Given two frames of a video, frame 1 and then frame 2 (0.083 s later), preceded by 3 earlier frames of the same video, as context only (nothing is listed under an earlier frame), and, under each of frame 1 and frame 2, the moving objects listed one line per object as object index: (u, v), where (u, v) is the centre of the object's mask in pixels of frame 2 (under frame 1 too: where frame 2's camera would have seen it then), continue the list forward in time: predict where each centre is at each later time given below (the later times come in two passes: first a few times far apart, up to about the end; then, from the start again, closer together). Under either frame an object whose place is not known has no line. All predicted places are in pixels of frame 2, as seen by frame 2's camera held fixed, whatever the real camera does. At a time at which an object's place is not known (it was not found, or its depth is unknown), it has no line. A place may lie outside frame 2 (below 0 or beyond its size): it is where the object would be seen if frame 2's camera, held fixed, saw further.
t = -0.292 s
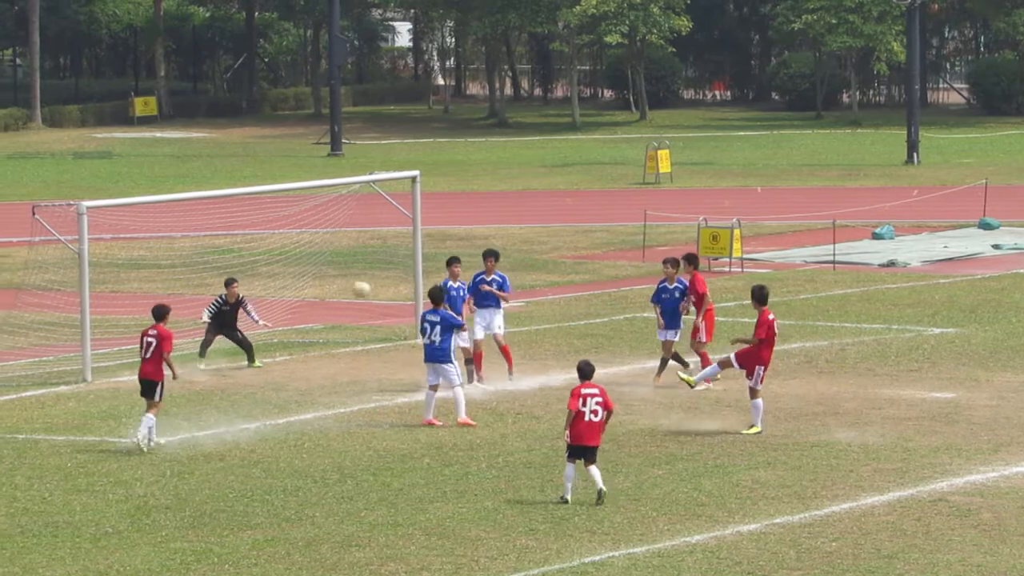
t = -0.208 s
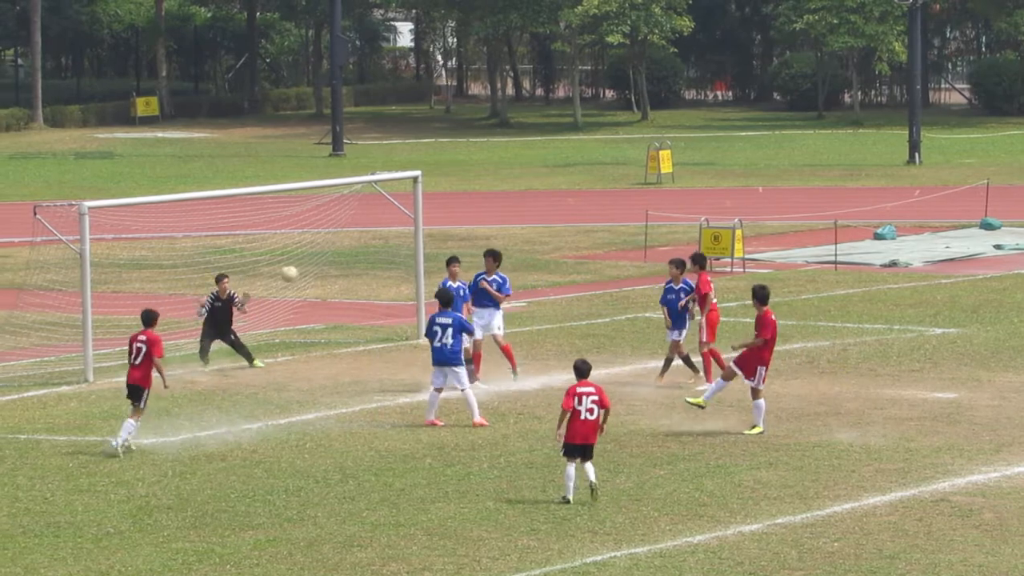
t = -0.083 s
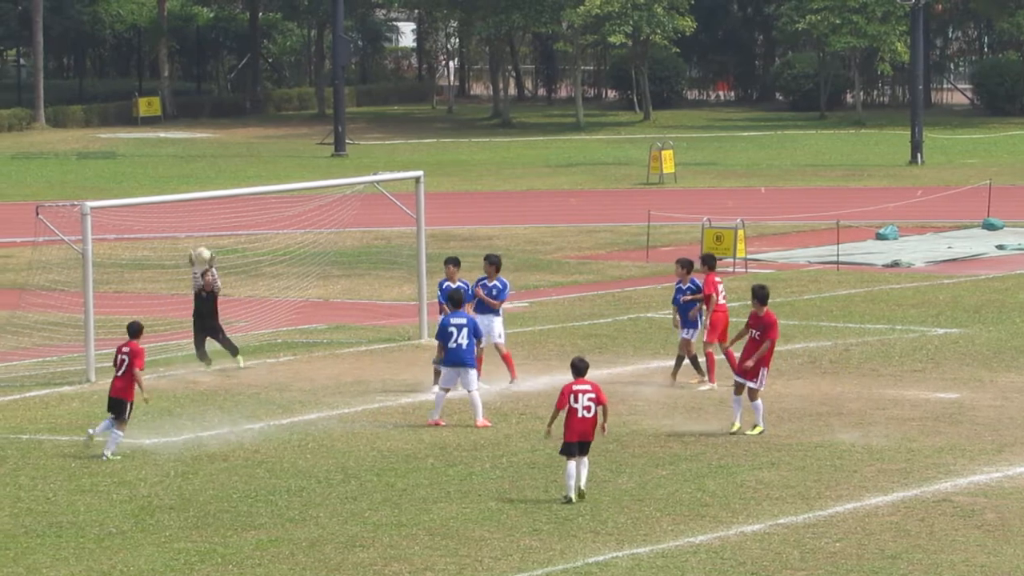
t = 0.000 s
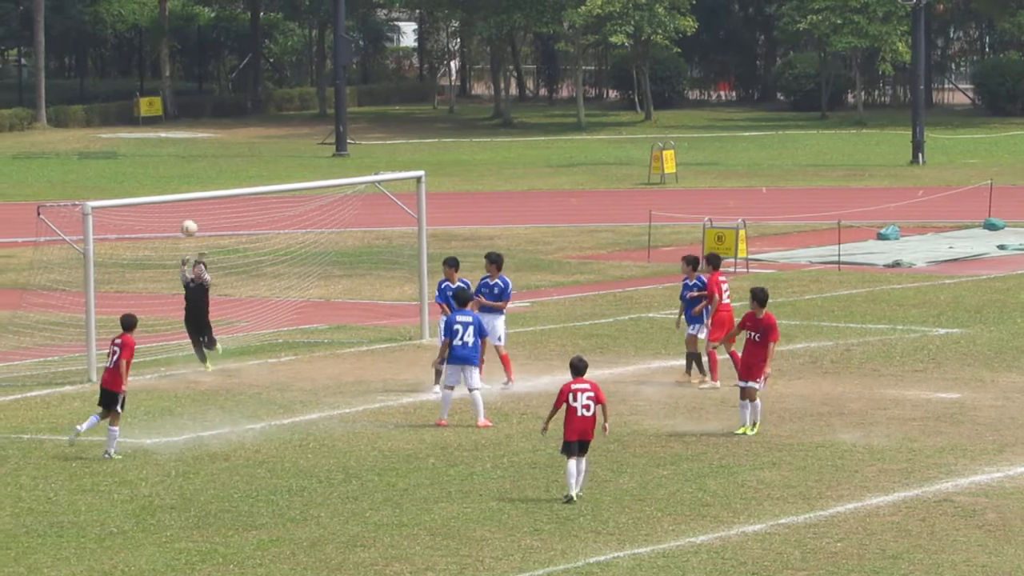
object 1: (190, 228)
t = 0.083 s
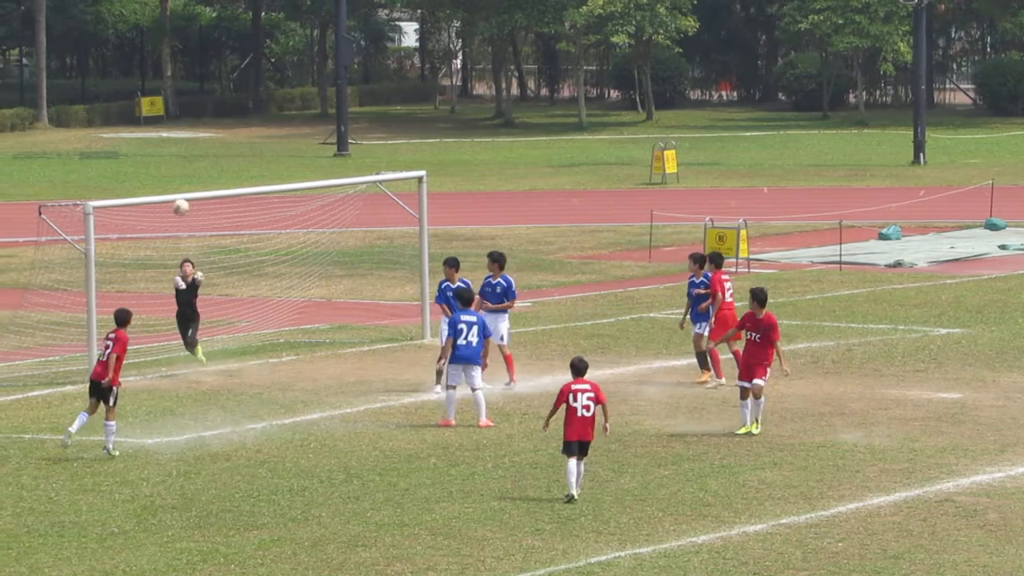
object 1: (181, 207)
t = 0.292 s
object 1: (157, 177)
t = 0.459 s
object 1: (137, 176)
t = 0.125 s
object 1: (175, 198)
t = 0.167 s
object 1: (171, 192)
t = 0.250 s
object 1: (161, 180)
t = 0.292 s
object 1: (157, 177)
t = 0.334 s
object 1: (152, 175)
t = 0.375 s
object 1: (147, 174)
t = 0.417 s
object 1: (142, 175)
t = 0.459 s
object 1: (137, 176)
